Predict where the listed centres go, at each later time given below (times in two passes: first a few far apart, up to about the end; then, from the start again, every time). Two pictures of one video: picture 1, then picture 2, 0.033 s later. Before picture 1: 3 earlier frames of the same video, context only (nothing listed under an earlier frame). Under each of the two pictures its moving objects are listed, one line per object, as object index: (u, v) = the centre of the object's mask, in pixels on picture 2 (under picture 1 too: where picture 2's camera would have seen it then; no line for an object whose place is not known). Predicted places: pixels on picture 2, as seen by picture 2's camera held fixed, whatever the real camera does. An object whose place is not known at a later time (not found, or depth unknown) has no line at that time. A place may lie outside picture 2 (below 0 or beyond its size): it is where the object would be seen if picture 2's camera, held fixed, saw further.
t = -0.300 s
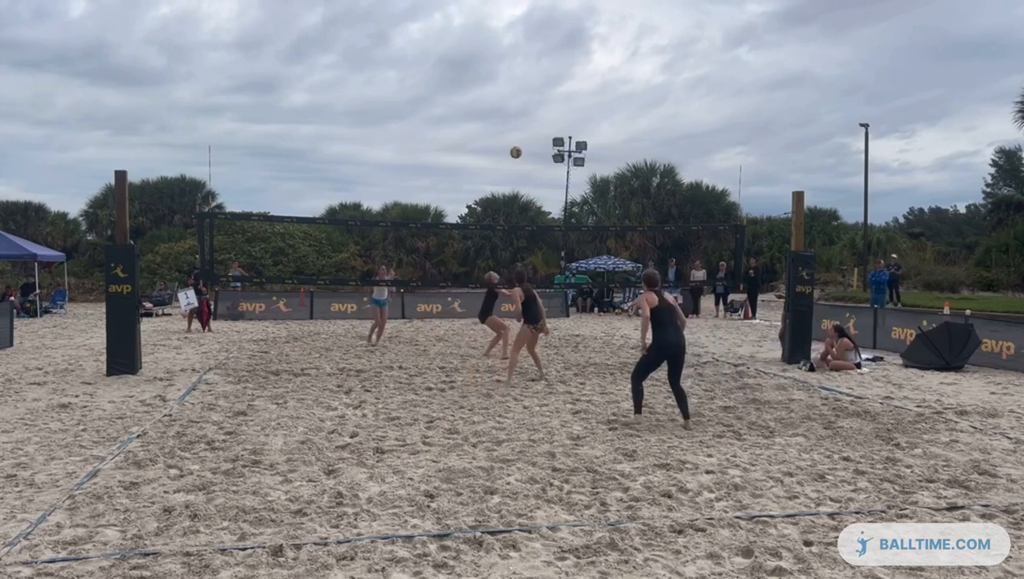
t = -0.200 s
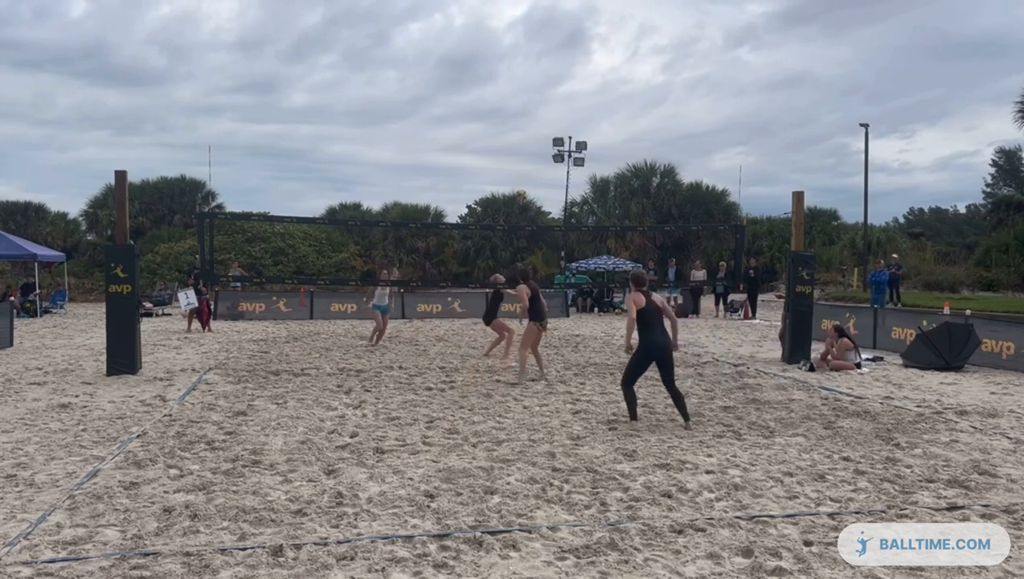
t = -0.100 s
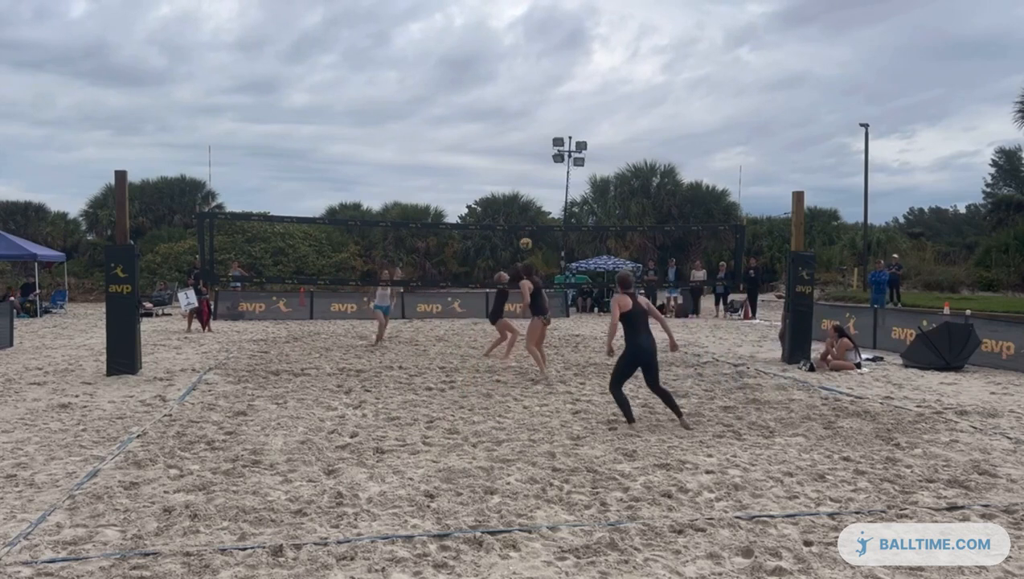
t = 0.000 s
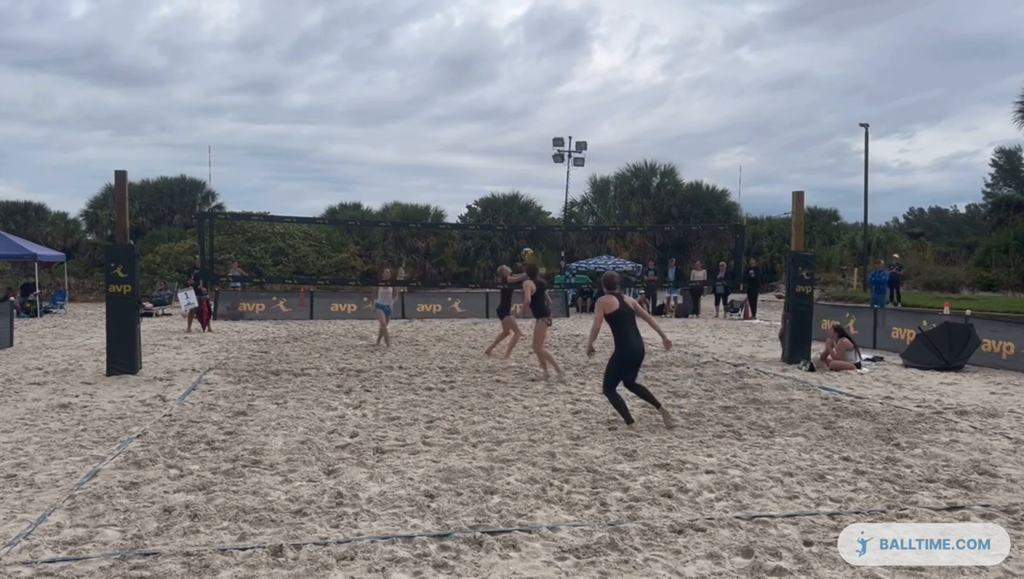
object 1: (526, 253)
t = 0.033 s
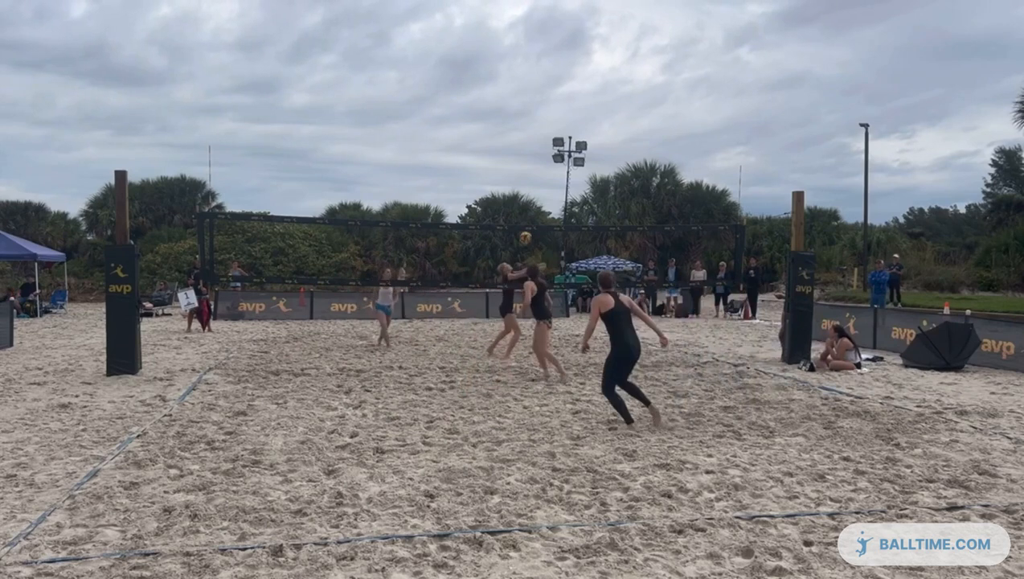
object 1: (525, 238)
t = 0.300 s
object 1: (512, 130)
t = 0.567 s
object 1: (497, 61)
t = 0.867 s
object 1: (480, 34)
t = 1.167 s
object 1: (464, 63)
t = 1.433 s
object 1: (451, 136)
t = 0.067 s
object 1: (524, 220)
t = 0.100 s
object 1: (522, 207)
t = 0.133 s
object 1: (521, 192)
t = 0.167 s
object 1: (519, 179)
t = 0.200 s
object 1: (517, 166)
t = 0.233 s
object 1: (515, 153)
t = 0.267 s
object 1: (514, 141)
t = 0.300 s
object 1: (512, 130)
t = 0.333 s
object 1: (510, 119)
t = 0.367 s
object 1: (508, 109)
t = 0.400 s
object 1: (506, 99)
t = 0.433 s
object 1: (505, 90)
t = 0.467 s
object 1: (503, 82)
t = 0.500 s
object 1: (501, 74)
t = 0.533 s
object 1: (499, 67)
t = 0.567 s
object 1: (497, 61)
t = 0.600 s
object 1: (496, 55)
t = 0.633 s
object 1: (494, 50)
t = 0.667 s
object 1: (492, 46)
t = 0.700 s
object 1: (490, 42)
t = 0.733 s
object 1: (488, 39)
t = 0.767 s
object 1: (486, 37)
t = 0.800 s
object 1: (484, 35)
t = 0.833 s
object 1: (482, 34)
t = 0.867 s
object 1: (480, 34)
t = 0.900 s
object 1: (479, 34)
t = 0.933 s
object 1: (477, 35)
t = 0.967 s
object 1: (475, 37)
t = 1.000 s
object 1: (473, 40)
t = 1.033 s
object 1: (471, 43)
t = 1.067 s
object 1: (470, 47)
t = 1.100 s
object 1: (468, 52)
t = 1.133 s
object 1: (466, 57)
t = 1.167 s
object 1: (464, 63)
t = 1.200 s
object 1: (463, 70)
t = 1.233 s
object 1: (461, 77)
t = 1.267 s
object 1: (459, 85)
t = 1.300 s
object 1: (457, 94)
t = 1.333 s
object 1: (456, 103)
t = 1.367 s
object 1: (454, 113)
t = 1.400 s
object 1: (452, 124)
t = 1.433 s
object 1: (451, 136)
